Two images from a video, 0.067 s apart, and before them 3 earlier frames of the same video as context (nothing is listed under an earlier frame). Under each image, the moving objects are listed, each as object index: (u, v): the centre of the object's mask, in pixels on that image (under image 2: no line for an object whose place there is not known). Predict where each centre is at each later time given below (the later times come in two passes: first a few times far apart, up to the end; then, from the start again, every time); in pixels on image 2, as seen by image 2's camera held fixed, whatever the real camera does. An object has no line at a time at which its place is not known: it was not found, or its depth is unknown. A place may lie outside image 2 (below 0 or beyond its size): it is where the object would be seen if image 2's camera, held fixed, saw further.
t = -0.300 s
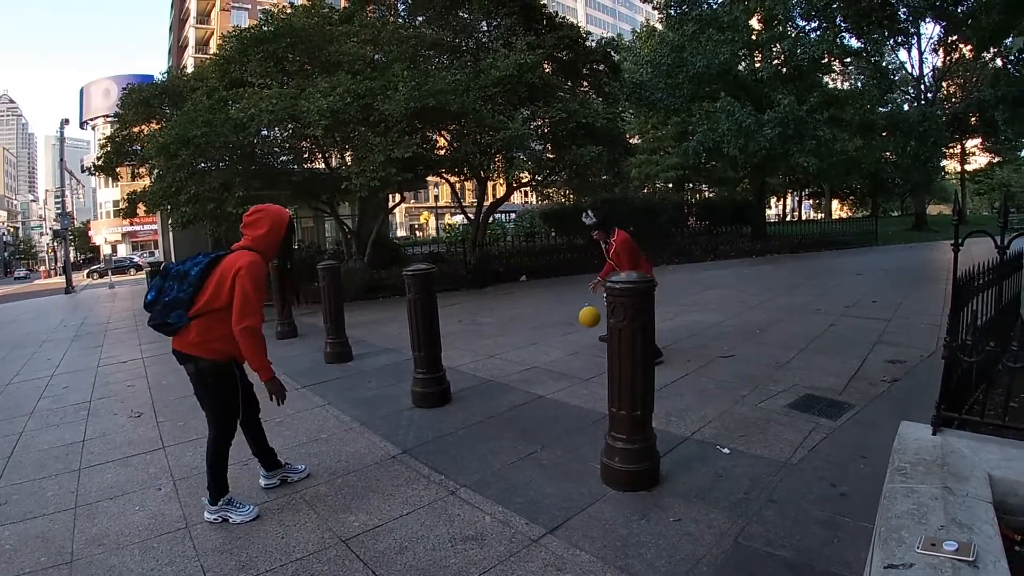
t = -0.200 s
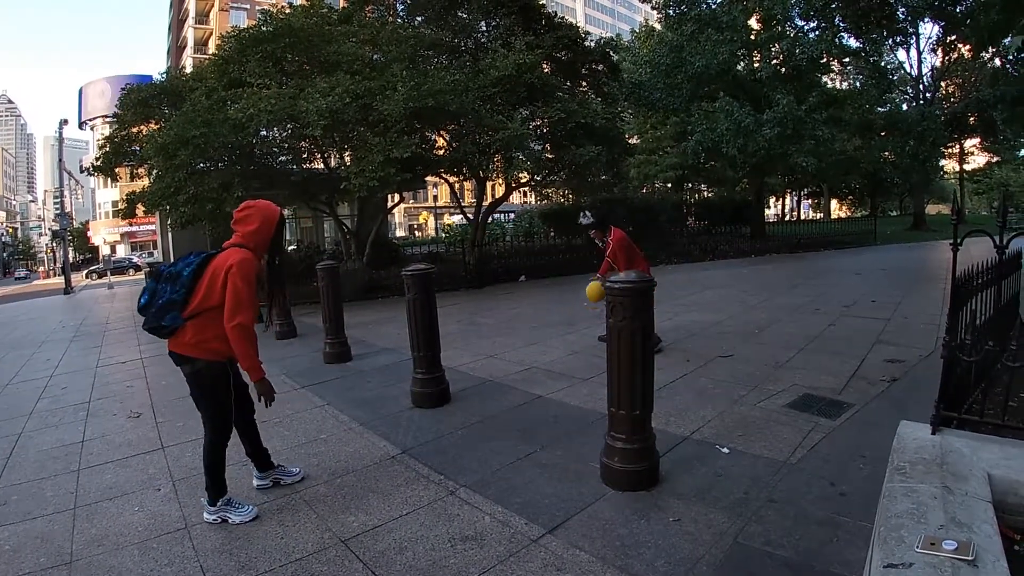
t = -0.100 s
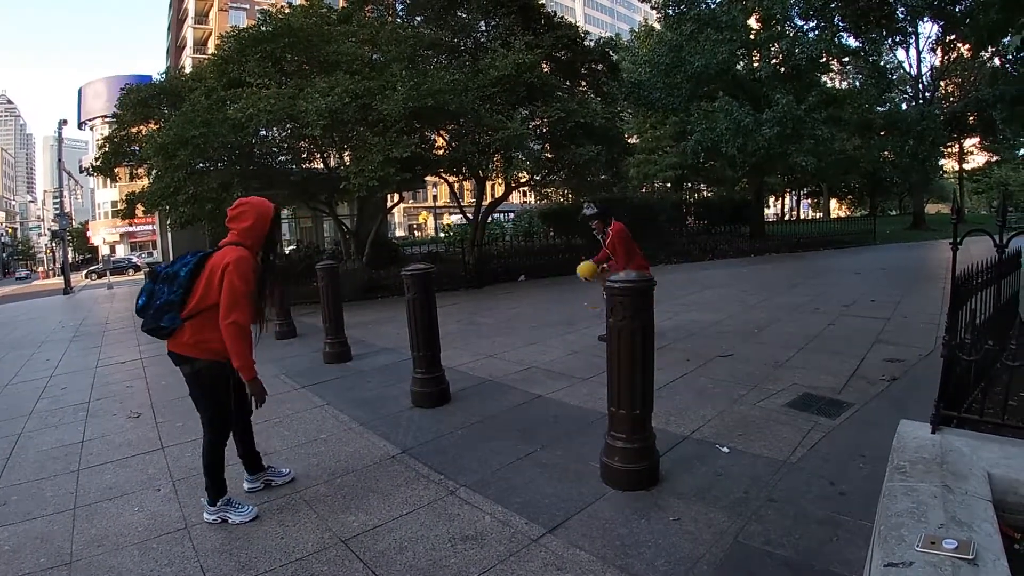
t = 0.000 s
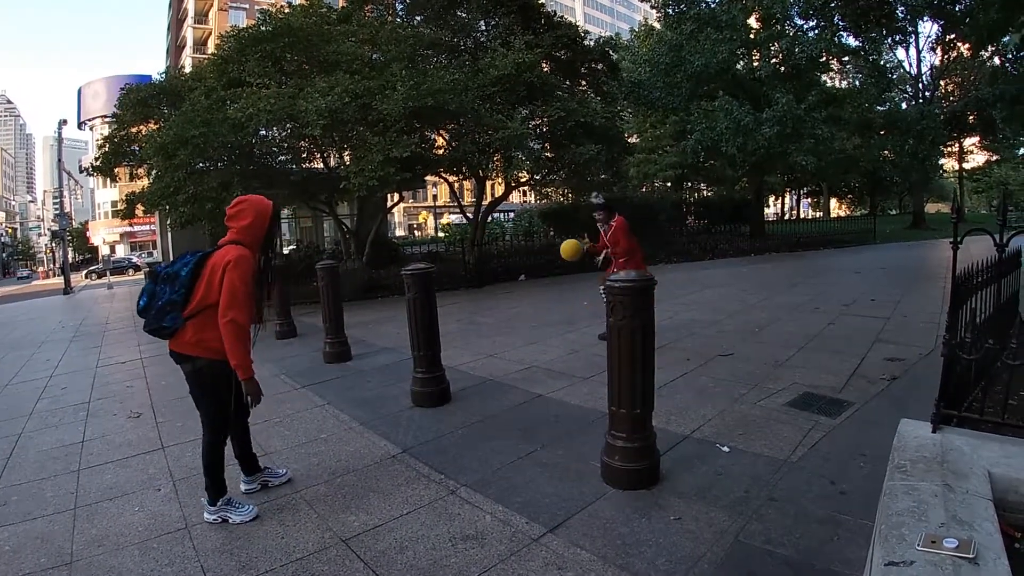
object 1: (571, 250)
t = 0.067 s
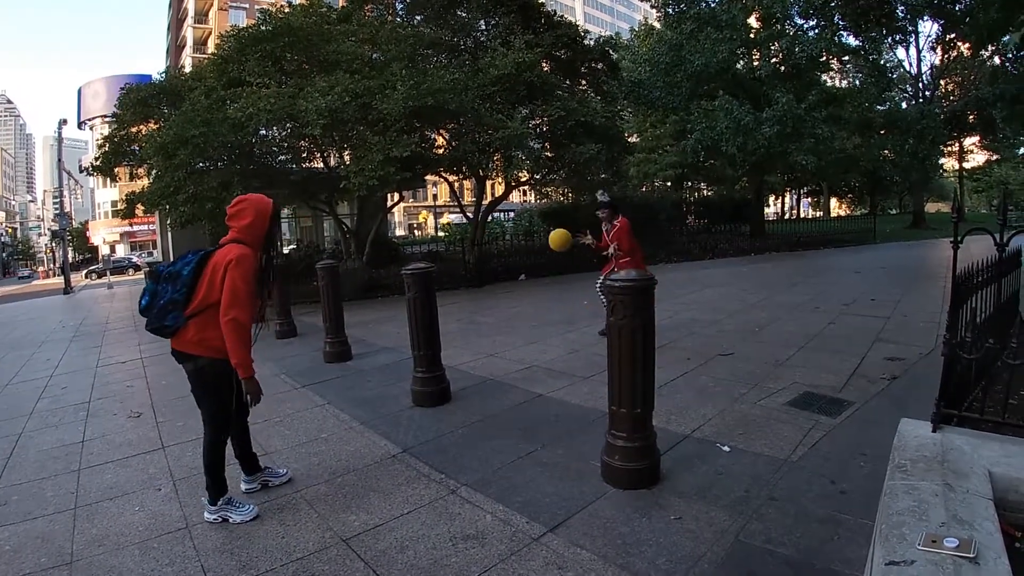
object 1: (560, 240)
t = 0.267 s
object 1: (522, 238)
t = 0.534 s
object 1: (463, 315)
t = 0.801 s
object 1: (421, 375)
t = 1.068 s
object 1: (384, 349)
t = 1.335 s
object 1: (348, 444)
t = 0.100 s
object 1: (554, 237)
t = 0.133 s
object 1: (548, 235)
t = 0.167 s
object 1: (542, 234)
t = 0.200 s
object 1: (535, 234)
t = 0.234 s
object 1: (529, 235)
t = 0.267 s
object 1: (522, 238)
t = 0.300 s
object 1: (515, 242)
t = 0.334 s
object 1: (508, 247)
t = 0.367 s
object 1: (500, 255)
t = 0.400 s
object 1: (493, 263)
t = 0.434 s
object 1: (486, 272)
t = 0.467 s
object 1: (478, 285)
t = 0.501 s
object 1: (470, 299)
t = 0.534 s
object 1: (463, 315)
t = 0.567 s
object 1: (454, 332)
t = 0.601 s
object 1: (446, 352)
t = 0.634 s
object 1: (442, 370)
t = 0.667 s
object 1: (438, 391)
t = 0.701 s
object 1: (434, 406)
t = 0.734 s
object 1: (429, 394)
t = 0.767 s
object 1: (425, 384)
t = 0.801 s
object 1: (421, 375)
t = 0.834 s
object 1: (416, 365)
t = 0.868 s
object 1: (411, 361)
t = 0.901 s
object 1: (407, 355)
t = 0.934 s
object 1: (403, 351)
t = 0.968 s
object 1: (398, 347)
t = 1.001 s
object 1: (393, 346)
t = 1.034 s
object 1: (389, 347)
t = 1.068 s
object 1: (384, 349)
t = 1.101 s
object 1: (379, 353)
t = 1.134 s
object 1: (374, 360)
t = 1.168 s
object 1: (369, 368)
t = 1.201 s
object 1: (365, 379)
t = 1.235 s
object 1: (360, 392)
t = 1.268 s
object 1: (356, 407)
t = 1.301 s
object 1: (352, 425)
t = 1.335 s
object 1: (348, 444)
